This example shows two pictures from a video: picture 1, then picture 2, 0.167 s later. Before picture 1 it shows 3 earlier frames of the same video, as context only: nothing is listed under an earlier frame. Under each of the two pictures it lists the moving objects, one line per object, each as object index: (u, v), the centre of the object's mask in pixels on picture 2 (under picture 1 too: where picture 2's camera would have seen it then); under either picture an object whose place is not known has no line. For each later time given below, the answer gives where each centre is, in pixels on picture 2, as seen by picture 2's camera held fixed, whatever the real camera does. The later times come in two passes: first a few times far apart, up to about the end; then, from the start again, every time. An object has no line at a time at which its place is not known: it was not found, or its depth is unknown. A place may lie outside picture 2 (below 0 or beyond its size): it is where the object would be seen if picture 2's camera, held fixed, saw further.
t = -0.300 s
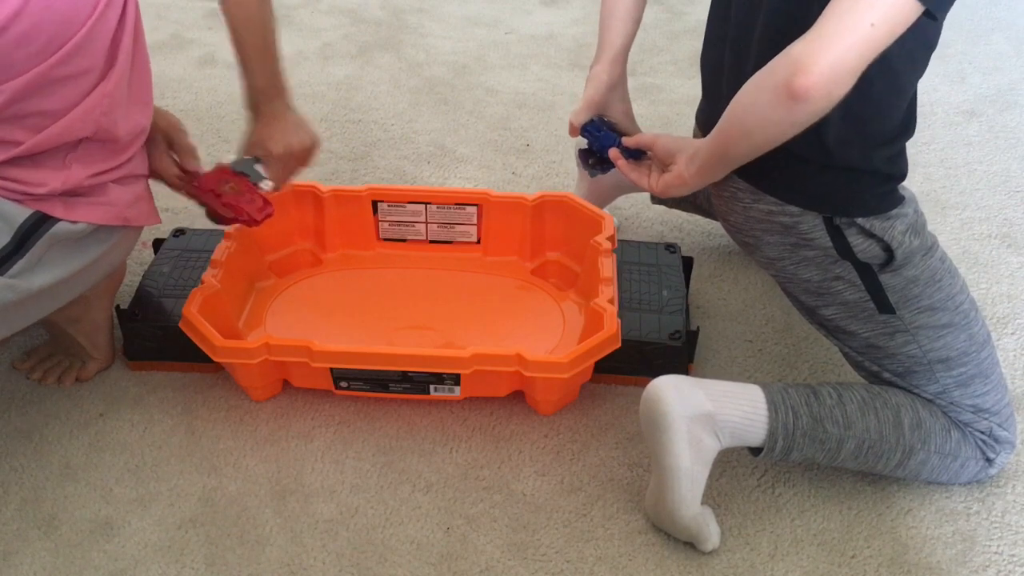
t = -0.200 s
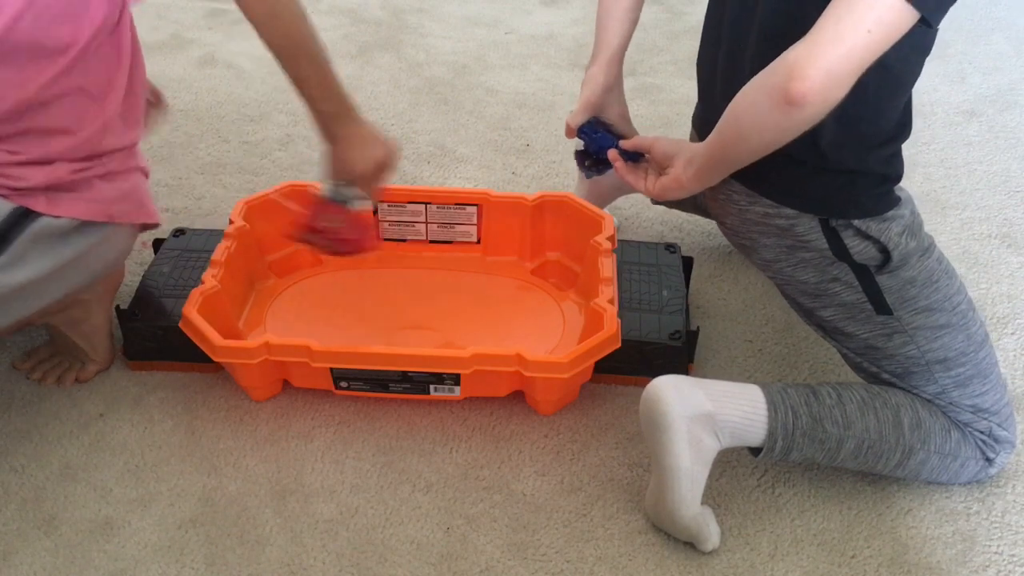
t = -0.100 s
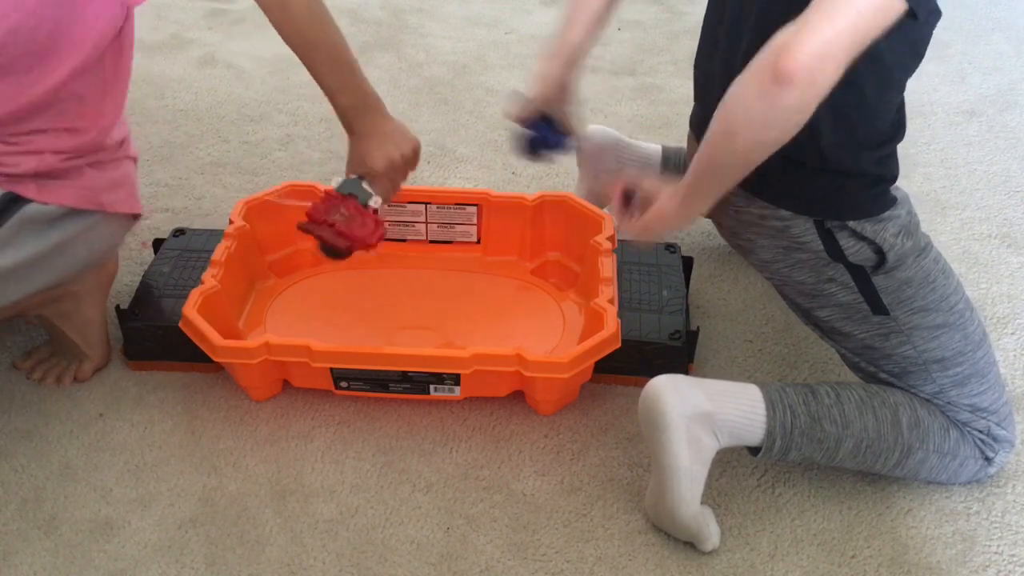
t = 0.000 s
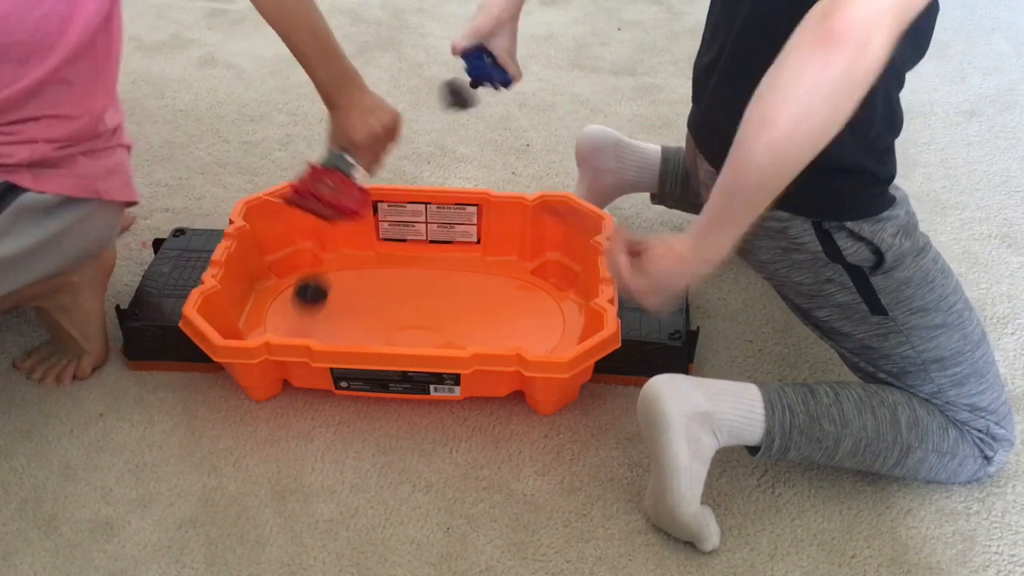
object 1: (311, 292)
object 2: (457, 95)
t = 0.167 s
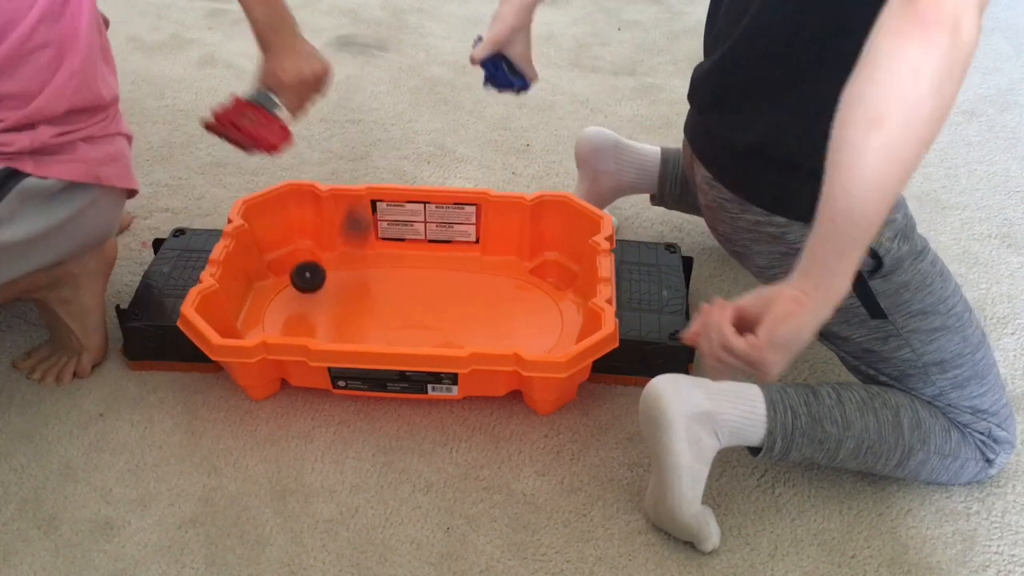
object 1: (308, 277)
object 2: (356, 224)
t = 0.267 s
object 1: (319, 273)
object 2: (347, 251)
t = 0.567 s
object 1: (344, 304)
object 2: (423, 305)
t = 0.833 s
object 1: (352, 332)
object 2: (486, 293)
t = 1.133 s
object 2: (519, 259)
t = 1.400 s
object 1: (336, 336)
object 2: (560, 270)
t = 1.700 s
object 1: (401, 332)
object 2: (548, 266)
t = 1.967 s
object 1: (467, 325)
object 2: (555, 271)
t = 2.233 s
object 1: (504, 316)
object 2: (554, 274)
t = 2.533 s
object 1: (496, 308)
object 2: (554, 278)
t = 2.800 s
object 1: (468, 303)
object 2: (554, 278)
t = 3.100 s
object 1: (423, 295)
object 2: (554, 278)
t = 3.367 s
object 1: (388, 295)
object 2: (553, 278)
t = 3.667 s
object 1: (351, 304)
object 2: (554, 278)
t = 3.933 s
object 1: (336, 313)
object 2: (554, 278)
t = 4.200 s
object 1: (343, 325)
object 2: (554, 278)
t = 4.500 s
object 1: (369, 333)
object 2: (554, 278)
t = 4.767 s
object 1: (398, 334)
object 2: (554, 278)
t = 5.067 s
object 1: (438, 328)
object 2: (554, 278)
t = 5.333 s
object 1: (468, 310)
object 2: (554, 278)
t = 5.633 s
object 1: (476, 297)
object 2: (554, 278)
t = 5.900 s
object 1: (463, 295)
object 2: (554, 278)
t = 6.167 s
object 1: (436, 301)
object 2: (554, 278)
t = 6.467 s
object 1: (395, 315)
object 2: (554, 278)
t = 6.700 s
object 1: (361, 324)
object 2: (554, 278)
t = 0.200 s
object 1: (310, 285)
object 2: (344, 260)
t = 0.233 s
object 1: (314, 282)
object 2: (345, 253)
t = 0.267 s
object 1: (319, 273)
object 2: (347, 251)
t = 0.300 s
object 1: (324, 271)
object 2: (351, 253)
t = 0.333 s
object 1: (325, 279)
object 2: (359, 258)
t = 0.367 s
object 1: (327, 284)
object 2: (368, 270)
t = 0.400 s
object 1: (329, 282)
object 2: (377, 287)
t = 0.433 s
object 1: (332, 287)
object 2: (387, 299)
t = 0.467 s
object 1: (334, 289)
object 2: (395, 298)
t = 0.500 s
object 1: (338, 294)
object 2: (405, 303)
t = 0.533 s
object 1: (341, 299)
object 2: (414, 311)
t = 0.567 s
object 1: (344, 304)
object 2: (423, 305)
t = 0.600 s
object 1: (347, 309)
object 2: (431, 304)
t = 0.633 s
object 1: (350, 313)
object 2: (440, 310)
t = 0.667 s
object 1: (351, 318)
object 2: (449, 312)
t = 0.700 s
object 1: (353, 323)
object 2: (457, 311)
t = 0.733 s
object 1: (353, 326)
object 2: (465, 307)
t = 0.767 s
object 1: (354, 328)
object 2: (473, 303)
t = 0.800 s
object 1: (353, 331)
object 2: (480, 299)
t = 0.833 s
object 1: (352, 332)
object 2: (486, 293)
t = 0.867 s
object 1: (350, 334)
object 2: (492, 288)
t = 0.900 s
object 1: (346, 335)
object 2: (498, 281)
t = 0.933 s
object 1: (343, 336)
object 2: (504, 274)
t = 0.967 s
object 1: (340, 337)
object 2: (509, 269)
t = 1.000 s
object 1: (336, 337)
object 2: (511, 263)
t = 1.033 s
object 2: (512, 264)
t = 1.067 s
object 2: (514, 262)
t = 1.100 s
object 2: (516, 260)
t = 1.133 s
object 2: (519, 259)
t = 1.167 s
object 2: (523, 257)
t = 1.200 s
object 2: (525, 258)
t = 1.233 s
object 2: (529, 259)
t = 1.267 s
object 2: (534, 262)
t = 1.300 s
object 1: (324, 338)
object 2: (540, 264)
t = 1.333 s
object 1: (327, 337)
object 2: (547, 264)
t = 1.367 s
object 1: (331, 337)
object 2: (557, 266)
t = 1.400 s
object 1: (336, 336)
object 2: (560, 270)
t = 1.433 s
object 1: (342, 336)
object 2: (560, 271)
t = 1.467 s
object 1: (348, 336)
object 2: (564, 266)
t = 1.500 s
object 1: (355, 335)
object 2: (564, 265)
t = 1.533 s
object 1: (363, 335)
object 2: (563, 268)
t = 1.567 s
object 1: (370, 334)
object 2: (559, 272)
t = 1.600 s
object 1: (377, 334)
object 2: (558, 270)
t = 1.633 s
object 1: (385, 333)
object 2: (556, 270)
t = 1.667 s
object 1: (393, 333)
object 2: (552, 267)
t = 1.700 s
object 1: (401, 332)
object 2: (548, 266)
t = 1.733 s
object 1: (409, 332)
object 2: (547, 259)
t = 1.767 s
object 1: (417, 331)
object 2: (548, 252)
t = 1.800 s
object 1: (426, 330)
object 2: (548, 254)
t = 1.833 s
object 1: (435, 329)
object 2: (546, 262)
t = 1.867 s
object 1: (443, 328)
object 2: (548, 266)
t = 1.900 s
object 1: (452, 327)
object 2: (553, 267)
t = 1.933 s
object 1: (460, 326)
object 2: (554, 272)
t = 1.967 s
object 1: (467, 325)
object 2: (555, 271)
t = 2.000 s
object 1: (474, 323)
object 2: (556, 272)
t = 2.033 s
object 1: (480, 322)
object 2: (557, 273)
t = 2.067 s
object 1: (486, 320)
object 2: (559, 275)
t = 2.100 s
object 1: (490, 319)
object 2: (558, 274)
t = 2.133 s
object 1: (495, 318)
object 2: (553, 272)
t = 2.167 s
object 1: (499, 317)
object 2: (554, 272)
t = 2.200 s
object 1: (502, 316)
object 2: (554, 273)
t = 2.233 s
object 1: (504, 316)
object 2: (554, 274)
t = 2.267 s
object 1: (506, 315)
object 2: (551, 270)
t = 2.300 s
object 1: (507, 314)
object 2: (550, 269)
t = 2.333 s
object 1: (507, 313)
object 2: (550, 270)
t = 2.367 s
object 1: (506, 313)
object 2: (550, 271)
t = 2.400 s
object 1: (505, 312)
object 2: (552, 273)
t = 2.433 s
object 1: (503, 311)
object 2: (553, 276)
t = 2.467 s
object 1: (501, 310)
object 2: (554, 278)
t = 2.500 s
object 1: (499, 310)
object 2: (554, 278)
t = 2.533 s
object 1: (496, 308)
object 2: (554, 278)
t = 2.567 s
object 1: (493, 307)
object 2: (554, 278)
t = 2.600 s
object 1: (491, 306)
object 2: (553, 278)
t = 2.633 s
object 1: (487, 305)
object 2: (553, 278)
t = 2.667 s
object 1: (484, 304)
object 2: (554, 278)
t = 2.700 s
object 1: (480, 303)
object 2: (554, 278)
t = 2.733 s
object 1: (476, 303)
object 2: (554, 278)
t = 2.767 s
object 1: (472, 303)
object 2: (554, 278)
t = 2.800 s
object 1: (468, 303)
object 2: (554, 278)
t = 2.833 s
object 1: (464, 303)
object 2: (554, 278)
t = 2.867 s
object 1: (460, 302)
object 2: (554, 278)
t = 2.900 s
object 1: (455, 302)
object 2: (554, 278)
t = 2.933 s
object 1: (450, 301)
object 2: (554, 278)
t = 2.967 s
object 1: (444, 300)
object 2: (554, 278)
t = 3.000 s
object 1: (439, 299)
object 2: (554, 278)
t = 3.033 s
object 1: (433, 297)
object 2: (554, 278)
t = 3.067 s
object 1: (428, 296)
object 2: (554, 278)
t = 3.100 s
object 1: (423, 295)
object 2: (554, 278)
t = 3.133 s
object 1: (419, 295)
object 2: (554, 278)
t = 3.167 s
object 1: (414, 294)
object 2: (554, 278)
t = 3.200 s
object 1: (410, 294)
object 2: (554, 278)
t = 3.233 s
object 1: (405, 294)
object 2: (553, 278)
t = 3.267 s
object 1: (401, 294)
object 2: (553, 278)
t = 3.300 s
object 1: (396, 294)
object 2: (553, 278)
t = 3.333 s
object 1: (392, 295)
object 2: (553, 278)
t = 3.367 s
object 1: (388, 295)
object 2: (553, 278)
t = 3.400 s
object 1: (383, 296)
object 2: (554, 278)
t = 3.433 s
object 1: (379, 297)
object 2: (554, 278)
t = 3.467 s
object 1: (375, 297)
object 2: (554, 278)
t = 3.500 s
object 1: (371, 298)
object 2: (554, 278)
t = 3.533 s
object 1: (366, 300)
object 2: (554, 278)
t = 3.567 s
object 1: (362, 301)
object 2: (554, 278)
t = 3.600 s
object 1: (358, 302)
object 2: (554, 278)
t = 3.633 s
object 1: (355, 303)
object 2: (554, 278)
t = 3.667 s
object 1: (351, 304)
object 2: (554, 278)
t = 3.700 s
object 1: (348, 305)
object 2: (554, 278)
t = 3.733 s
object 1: (345, 306)
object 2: (554, 278)
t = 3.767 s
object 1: (342, 307)
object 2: (554, 278)
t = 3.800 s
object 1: (340, 308)
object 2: (554, 278)
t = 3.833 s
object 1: (339, 310)
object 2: (554, 278)
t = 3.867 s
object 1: (337, 311)
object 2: (554, 278)
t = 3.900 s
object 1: (336, 312)
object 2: (554, 278)
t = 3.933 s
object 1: (336, 313)
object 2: (554, 278)
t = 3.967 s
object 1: (336, 315)
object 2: (554, 278)
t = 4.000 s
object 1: (336, 316)
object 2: (554, 278)
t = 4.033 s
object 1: (336, 318)
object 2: (554, 278)
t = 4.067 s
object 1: (337, 320)
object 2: (554, 278)
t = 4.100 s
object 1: (338, 321)
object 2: (554, 278)
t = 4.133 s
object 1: (339, 323)
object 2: (554, 278)
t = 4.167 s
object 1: (341, 324)
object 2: (554, 278)
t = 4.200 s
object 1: (343, 325)
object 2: (554, 278)
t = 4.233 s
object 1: (344, 326)
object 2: (554, 278)
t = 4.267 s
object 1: (347, 327)
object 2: (554, 278)
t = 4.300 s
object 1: (350, 328)
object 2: (554, 278)
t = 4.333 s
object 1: (352, 329)
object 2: (554, 278)
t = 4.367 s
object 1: (355, 330)
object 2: (554, 278)
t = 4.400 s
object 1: (358, 331)
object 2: (554, 278)
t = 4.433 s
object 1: (362, 332)
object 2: (554, 278)
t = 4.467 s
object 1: (365, 332)
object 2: (554, 278)
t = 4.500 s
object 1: (369, 333)
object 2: (554, 278)
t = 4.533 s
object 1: (372, 334)
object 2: (554, 278)
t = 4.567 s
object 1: (375, 334)
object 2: (554, 278)
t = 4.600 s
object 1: (379, 334)
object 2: (554, 278)
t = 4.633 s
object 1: (382, 334)
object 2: (554, 278)
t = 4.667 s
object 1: (386, 334)
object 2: (554, 278)
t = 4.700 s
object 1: (390, 334)
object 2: (554, 278)
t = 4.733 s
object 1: (394, 334)
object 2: (554, 278)
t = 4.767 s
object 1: (398, 334)
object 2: (554, 278)
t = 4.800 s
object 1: (402, 334)
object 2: (554, 278)
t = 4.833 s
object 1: (407, 333)
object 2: (554, 278)
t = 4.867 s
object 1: (411, 333)
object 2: (554, 278)
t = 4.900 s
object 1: (415, 332)
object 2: (554, 278)
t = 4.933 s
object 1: (420, 332)
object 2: (554, 278)
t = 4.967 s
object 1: (424, 331)
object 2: (554, 278)
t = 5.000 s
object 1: (429, 330)
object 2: (554, 278)
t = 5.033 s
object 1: (433, 329)
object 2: (554, 278)
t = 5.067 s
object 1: (438, 328)
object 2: (554, 278)
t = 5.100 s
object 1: (442, 326)
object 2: (554, 278)
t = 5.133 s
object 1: (447, 323)
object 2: (554, 278)
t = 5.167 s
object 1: (450, 321)
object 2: (554, 278)
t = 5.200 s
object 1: (454, 318)
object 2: (554, 278)
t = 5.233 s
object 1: (458, 316)
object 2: (554, 278)
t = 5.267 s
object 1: (461, 314)
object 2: (554, 278)
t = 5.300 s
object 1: (465, 312)
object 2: (554, 278)
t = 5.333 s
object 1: (468, 310)
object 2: (554, 278)
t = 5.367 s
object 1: (470, 308)
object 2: (554, 278)
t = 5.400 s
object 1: (472, 306)
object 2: (554, 278)
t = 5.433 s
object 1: (474, 305)
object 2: (554, 278)
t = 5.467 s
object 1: (474, 303)
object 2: (554, 278)
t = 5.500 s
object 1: (475, 302)
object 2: (554, 278)
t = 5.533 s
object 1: (476, 301)
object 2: (554, 278)
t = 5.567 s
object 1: (477, 299)
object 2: (554, 278)
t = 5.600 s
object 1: (476, 298)
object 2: (554, 278)
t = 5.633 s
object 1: (476, 297)
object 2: (554, 278)
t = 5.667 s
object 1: (475, 297)
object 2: (554, 278)
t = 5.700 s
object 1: (474, 296)
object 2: (554, 278)
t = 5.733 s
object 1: (473, 295)
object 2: (554, 278)
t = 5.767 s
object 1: (471, 295)
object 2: (554, 278)
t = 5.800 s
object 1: (469, 295)
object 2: (554, 278)
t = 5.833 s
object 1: (468, 295)
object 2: (554, 278)
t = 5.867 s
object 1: (465, 294)
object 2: (554, 278)
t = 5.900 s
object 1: (463, 295)
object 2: (554, 278)
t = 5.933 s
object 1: (460, 295)
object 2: (554, 278)
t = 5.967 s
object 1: (457, 295)
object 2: (554, 278)
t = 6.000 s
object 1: (454, 296)
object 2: (554, 278)
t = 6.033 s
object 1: (450, 297)
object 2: (554, 278)
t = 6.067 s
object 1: (447, 298)
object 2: (554, 278)
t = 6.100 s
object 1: (444, 299)
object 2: (554, 278)
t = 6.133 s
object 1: (440, 300)
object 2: (554, 278)
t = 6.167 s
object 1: (436, 301)
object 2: (554, 278)
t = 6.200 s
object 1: (432, 302)
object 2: (554, 278)
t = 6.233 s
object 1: (428, 304)
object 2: (554, 278)
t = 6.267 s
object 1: (424, 305)
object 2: (554, 278)
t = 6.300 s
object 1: (419, 307)
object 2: (554, 278)
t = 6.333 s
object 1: (415, 308)
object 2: (554, 278)
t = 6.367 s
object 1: (411, 310)
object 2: (554, 278)
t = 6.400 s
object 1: (406, 312)
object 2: (554, 278)
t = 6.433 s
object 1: (401, 314)
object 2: (554, 278)
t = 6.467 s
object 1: (395, 315)
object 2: (554, 278)
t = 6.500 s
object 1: (389, 317)
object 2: (554, 278)
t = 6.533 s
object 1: (384, 319)
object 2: (554, 278)
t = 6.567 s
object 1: (378, 321)
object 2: (554, 278)
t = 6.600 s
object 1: (374, 322)
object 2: (554, 278)
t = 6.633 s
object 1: (369, 323)
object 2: (554, 278)
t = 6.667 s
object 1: (365, 324)
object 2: (554, 278)
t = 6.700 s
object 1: (361, 324)
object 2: (554, 278)
